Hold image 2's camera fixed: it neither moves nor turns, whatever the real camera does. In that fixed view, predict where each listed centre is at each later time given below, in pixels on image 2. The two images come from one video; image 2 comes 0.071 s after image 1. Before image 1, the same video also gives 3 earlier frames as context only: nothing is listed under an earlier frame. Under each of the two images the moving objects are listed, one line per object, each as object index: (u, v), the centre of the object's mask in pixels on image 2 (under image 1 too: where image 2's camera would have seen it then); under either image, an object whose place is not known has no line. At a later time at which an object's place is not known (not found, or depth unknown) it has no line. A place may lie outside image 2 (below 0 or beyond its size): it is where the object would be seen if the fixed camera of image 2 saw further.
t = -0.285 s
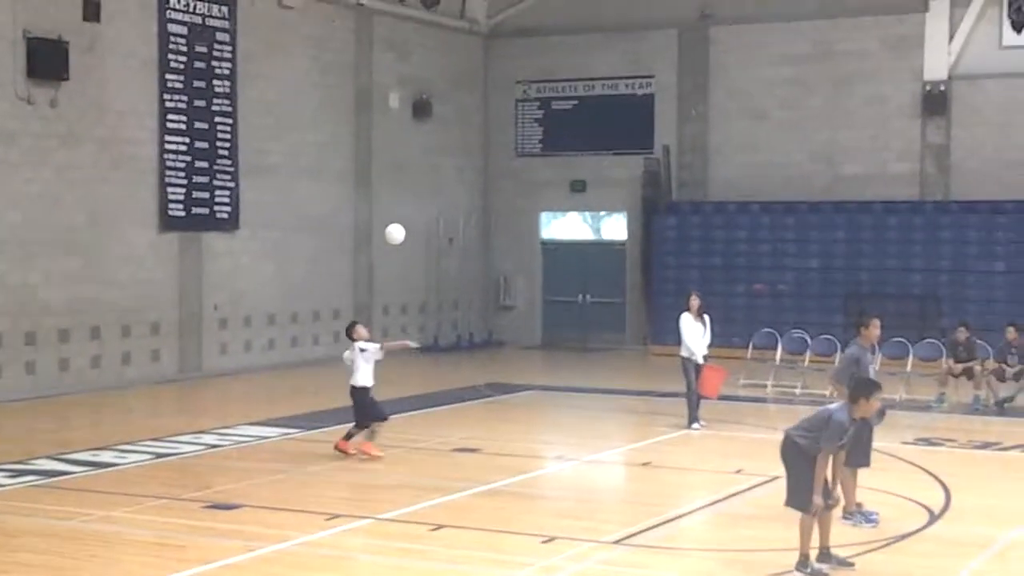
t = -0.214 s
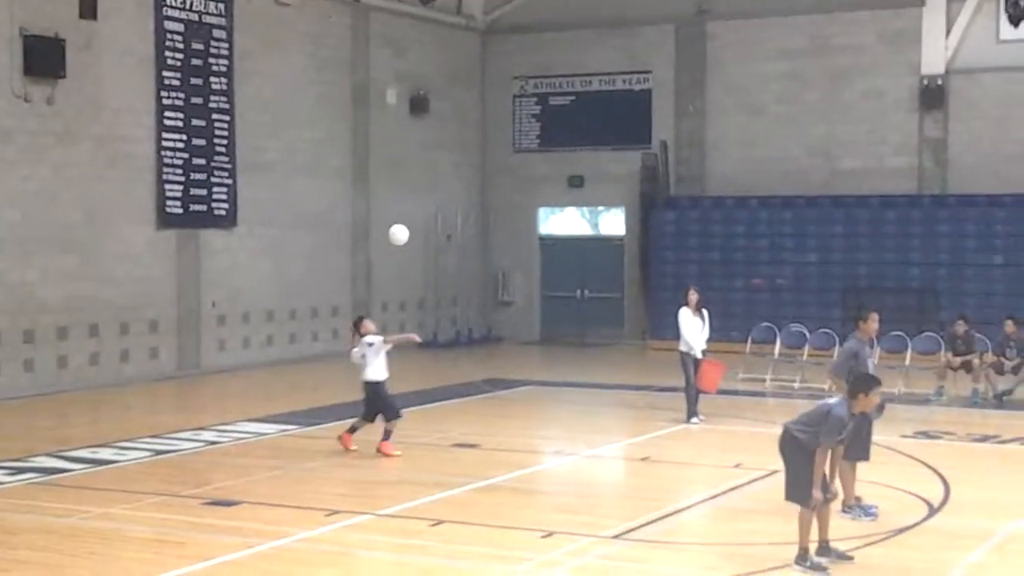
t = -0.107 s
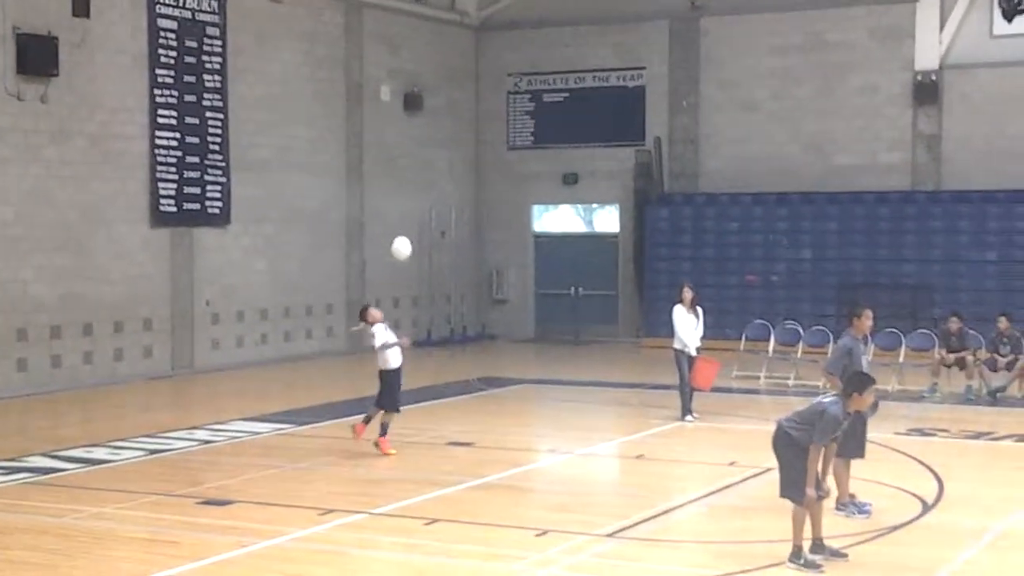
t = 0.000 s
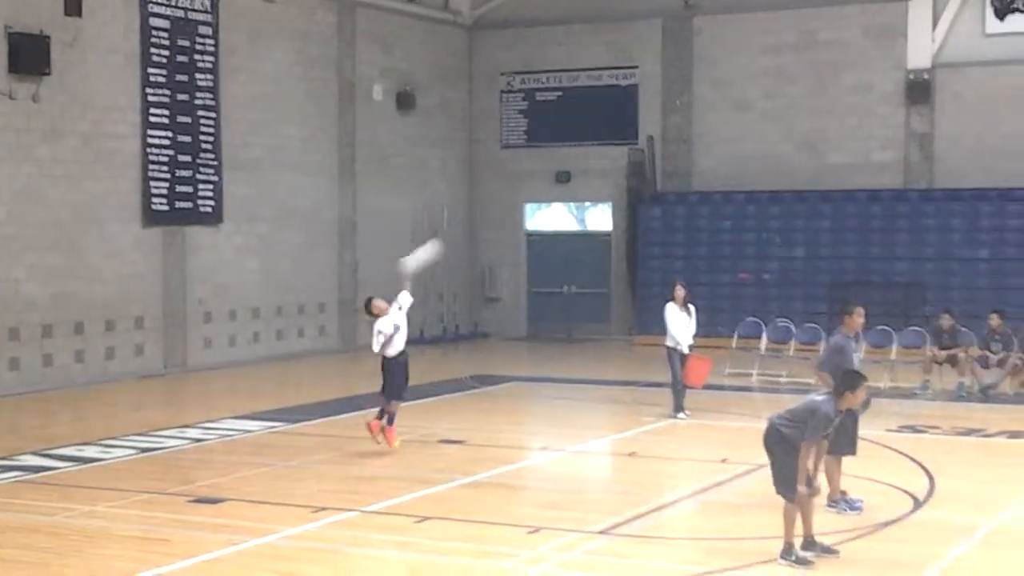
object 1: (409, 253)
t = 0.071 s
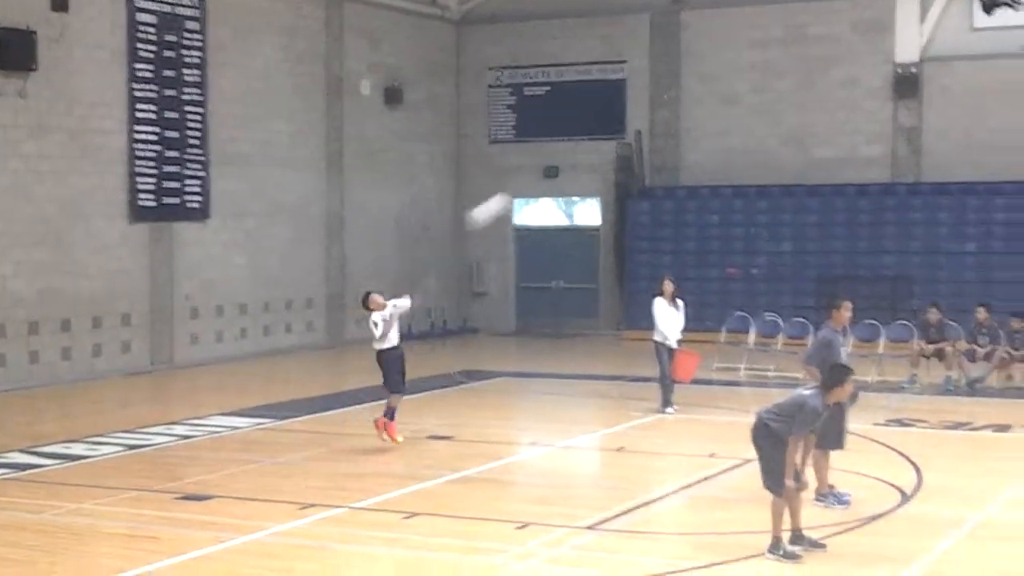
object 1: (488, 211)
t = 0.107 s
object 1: (534, 188)
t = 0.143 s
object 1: (574, 171)
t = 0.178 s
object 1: (616, 152)
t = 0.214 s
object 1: (659, 135)
